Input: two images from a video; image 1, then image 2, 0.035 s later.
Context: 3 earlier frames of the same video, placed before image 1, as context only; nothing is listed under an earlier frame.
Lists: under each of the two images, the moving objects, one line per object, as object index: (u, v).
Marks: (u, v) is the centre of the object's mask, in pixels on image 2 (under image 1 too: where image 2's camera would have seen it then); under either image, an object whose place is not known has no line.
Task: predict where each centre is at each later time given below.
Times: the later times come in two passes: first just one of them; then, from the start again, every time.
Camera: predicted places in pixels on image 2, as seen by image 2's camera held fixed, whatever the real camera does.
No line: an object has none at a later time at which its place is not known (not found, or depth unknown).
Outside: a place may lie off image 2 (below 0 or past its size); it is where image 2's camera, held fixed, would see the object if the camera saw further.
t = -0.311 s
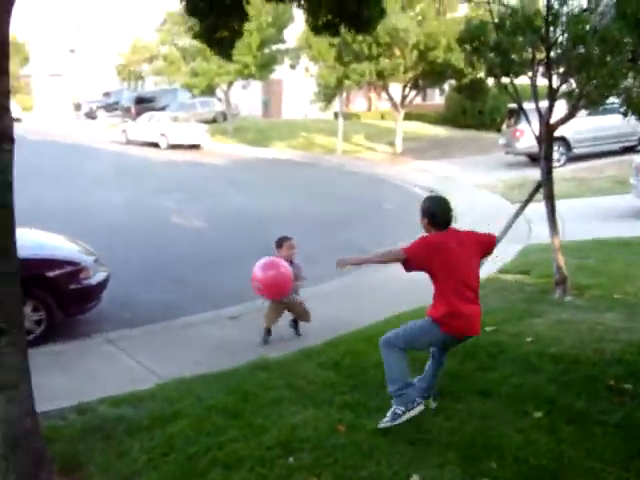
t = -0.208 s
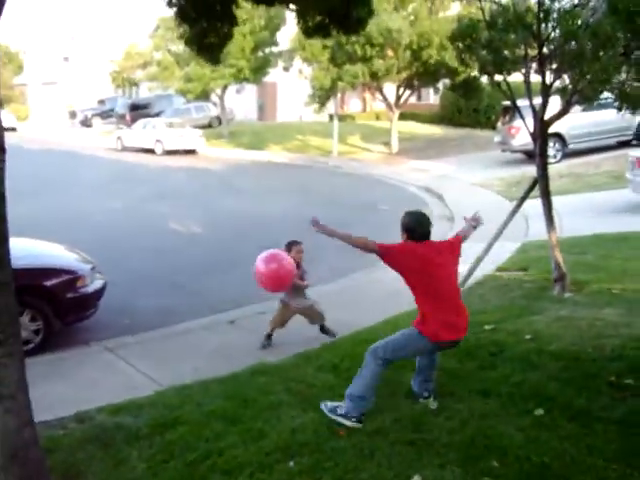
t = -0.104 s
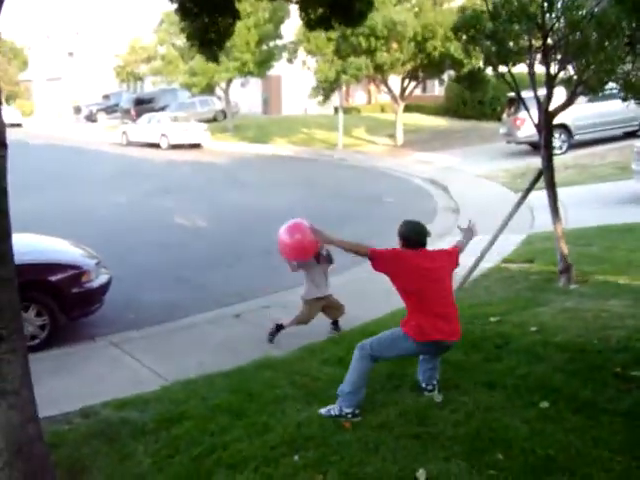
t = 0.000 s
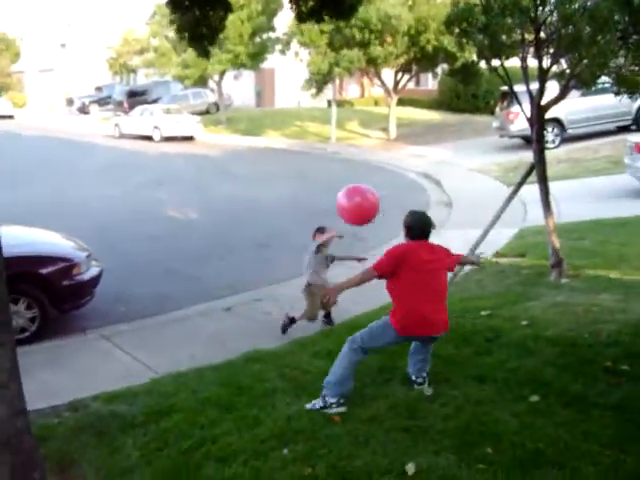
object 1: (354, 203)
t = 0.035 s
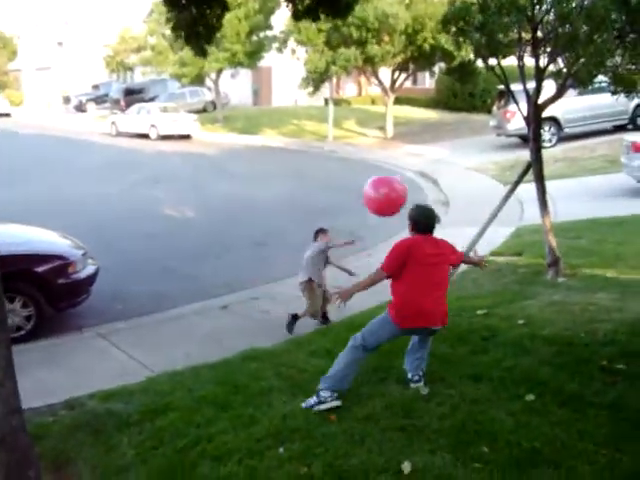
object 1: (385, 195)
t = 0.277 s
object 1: (590, 171)
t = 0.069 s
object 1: (415, 187)
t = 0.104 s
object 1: (447, 180)
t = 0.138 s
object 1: (477, 177)
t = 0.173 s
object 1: (506, 174)
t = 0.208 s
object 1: (535, 171)
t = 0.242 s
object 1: (563, 170)
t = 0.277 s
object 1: (590, 171)
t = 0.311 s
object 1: (618, 173)
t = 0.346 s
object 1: (642, 176)
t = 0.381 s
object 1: (667, 180)
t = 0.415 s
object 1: (693, 185)
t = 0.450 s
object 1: (718, 191)
